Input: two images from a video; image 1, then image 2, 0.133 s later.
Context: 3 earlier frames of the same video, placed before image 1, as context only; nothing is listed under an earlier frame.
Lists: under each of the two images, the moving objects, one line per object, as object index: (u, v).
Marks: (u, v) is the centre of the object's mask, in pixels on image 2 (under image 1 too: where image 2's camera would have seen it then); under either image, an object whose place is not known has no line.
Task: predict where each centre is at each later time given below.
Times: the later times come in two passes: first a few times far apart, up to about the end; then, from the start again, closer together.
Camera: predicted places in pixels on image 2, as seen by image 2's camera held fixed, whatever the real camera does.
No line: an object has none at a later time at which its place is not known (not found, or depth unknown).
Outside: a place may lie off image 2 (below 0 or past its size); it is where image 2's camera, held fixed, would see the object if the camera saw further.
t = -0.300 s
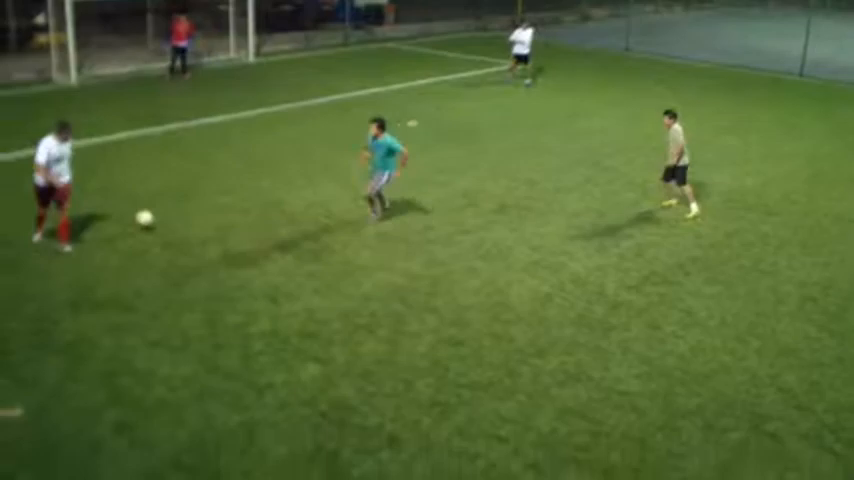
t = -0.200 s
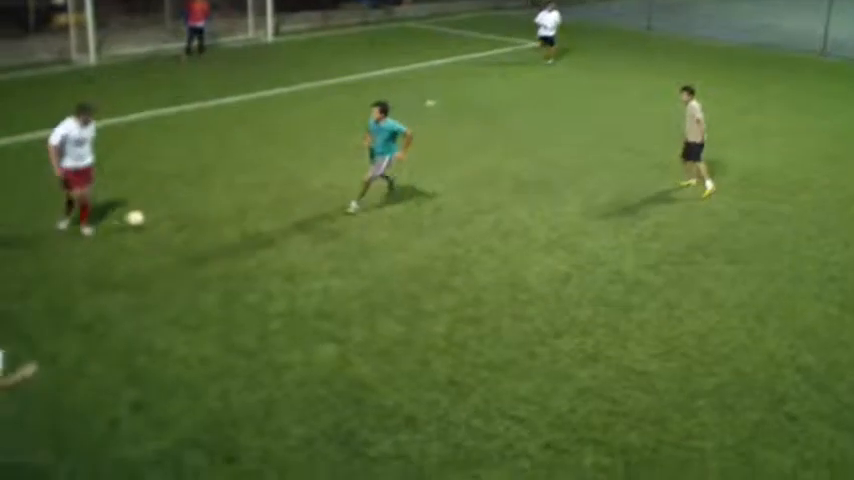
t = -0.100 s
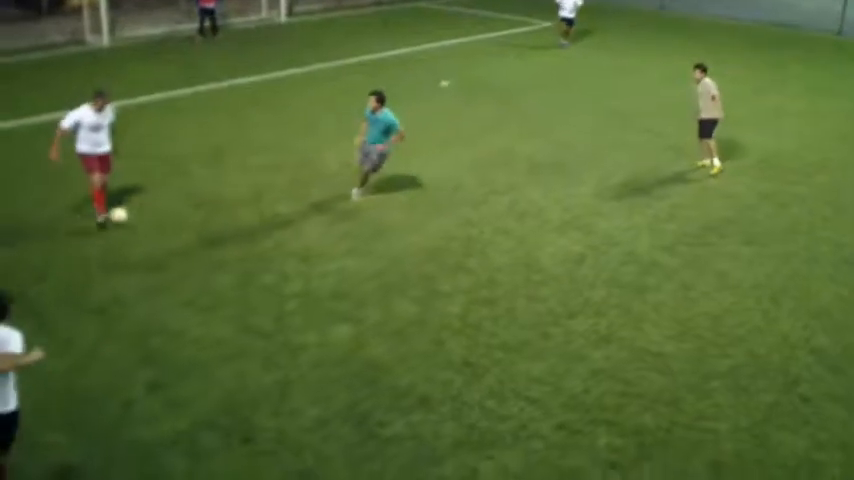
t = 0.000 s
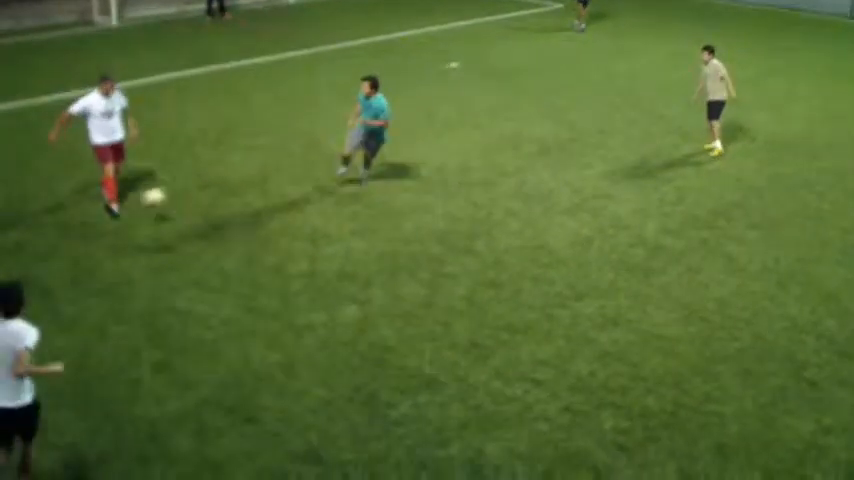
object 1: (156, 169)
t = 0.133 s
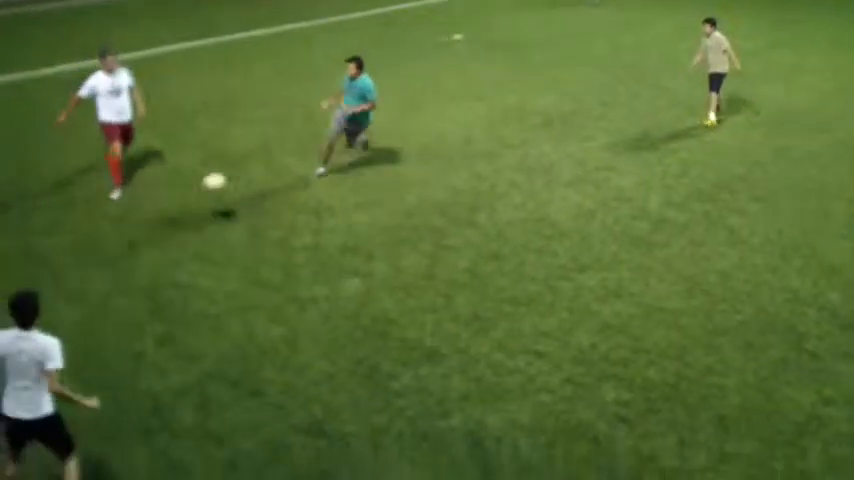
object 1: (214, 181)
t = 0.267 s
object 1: (279, 212)
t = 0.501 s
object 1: (394, 286)
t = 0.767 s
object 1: (490, 341)
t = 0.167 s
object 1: (229, 187)
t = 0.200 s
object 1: (247, 194)
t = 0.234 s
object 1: (263, 203)
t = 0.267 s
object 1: (279, 212)
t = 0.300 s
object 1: (296, 223)
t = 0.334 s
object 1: (316, 236)
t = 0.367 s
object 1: (334, 250)
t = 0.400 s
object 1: (352, 265)
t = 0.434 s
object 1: (372, 282)
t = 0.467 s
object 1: (383, 285)
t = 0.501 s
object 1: (394, 286)
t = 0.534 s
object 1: (404, 287)
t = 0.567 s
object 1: (416, 291)
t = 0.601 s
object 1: (428, 297)
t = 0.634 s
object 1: (439, 302)
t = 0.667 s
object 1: (452, 310)
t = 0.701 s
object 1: (464, 320)
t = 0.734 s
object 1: (477, 330)
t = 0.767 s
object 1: (490, 341)
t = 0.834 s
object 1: (515, 370)
